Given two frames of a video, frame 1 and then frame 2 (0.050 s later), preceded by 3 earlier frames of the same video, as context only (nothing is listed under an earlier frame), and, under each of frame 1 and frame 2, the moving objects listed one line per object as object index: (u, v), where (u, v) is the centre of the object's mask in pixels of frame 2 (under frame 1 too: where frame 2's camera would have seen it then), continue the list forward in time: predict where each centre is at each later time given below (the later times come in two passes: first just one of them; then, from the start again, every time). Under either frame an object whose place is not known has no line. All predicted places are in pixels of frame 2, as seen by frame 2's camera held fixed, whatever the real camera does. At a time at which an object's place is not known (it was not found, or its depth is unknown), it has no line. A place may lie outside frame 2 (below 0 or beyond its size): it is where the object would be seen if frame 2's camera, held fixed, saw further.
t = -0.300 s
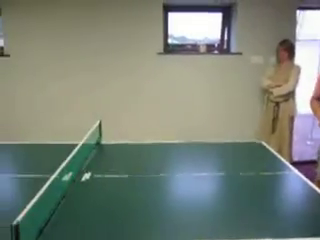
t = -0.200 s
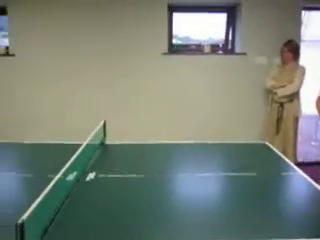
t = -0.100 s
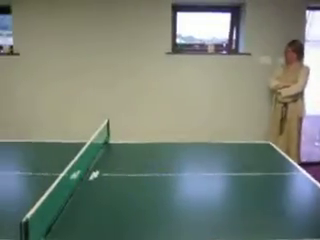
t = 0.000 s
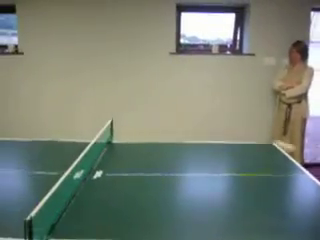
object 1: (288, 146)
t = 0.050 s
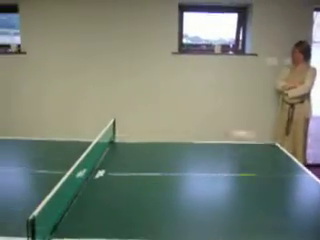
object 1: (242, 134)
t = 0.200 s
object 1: (127, 135)
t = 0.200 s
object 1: (127, 135)
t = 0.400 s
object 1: (17, 157)
